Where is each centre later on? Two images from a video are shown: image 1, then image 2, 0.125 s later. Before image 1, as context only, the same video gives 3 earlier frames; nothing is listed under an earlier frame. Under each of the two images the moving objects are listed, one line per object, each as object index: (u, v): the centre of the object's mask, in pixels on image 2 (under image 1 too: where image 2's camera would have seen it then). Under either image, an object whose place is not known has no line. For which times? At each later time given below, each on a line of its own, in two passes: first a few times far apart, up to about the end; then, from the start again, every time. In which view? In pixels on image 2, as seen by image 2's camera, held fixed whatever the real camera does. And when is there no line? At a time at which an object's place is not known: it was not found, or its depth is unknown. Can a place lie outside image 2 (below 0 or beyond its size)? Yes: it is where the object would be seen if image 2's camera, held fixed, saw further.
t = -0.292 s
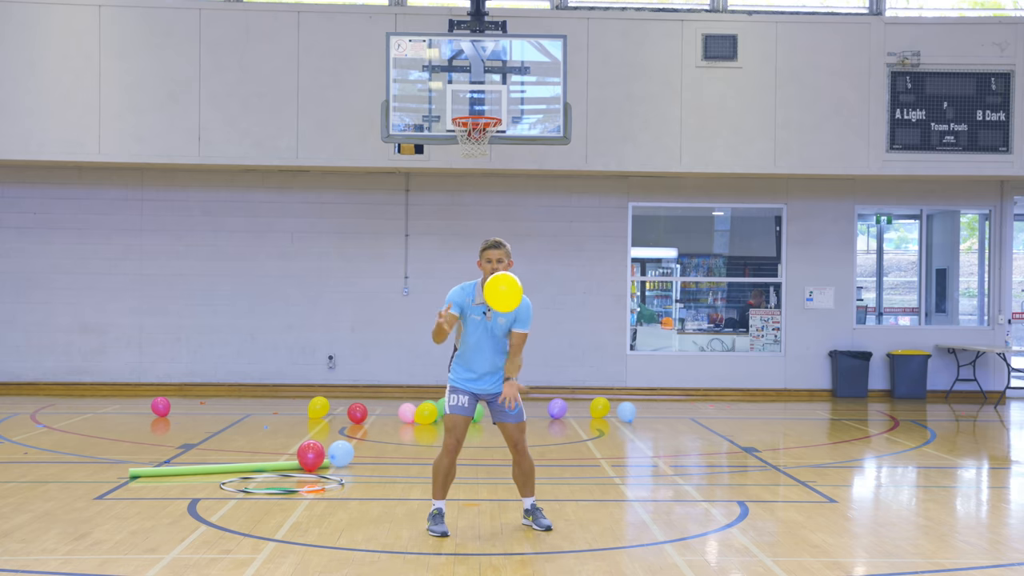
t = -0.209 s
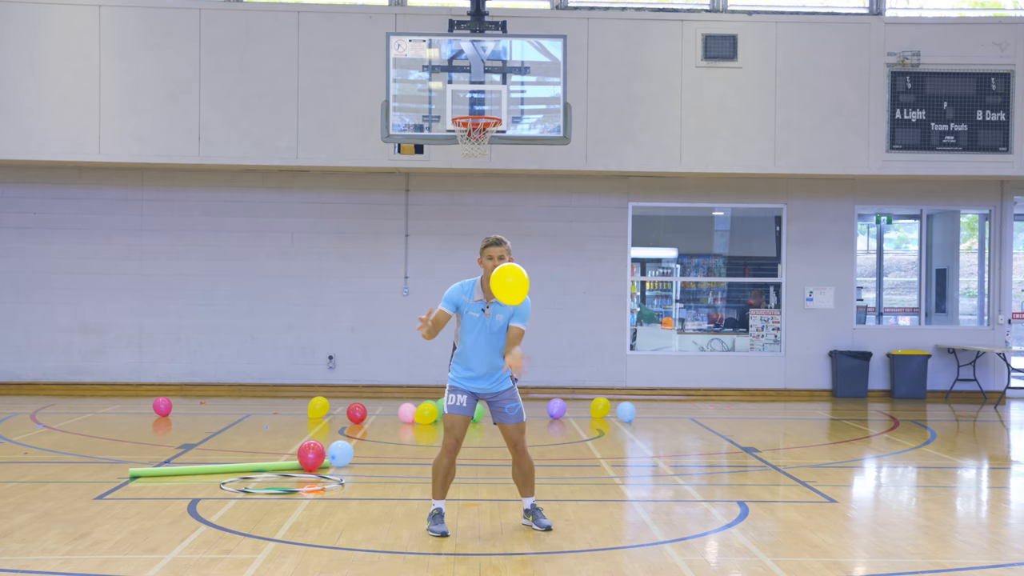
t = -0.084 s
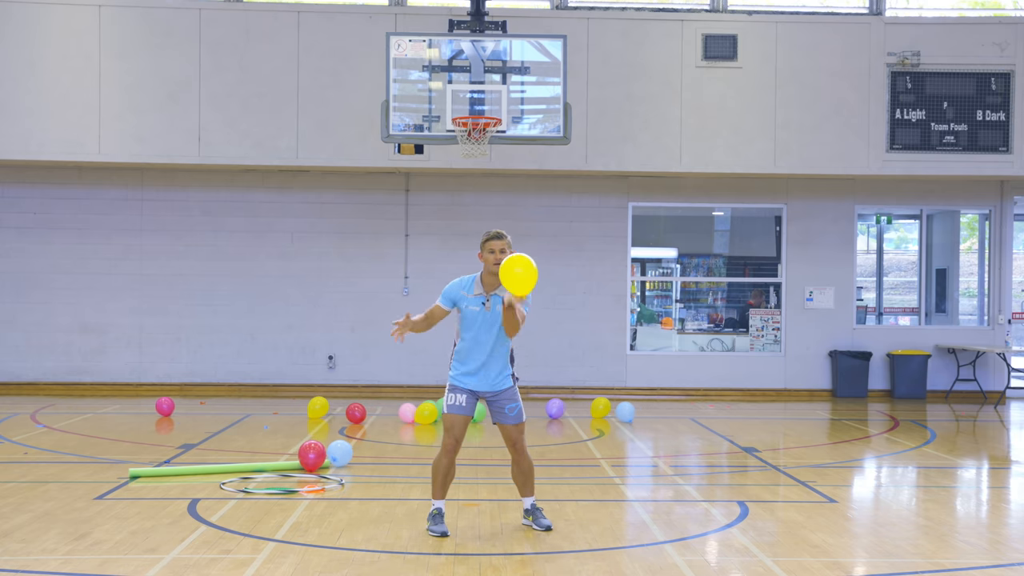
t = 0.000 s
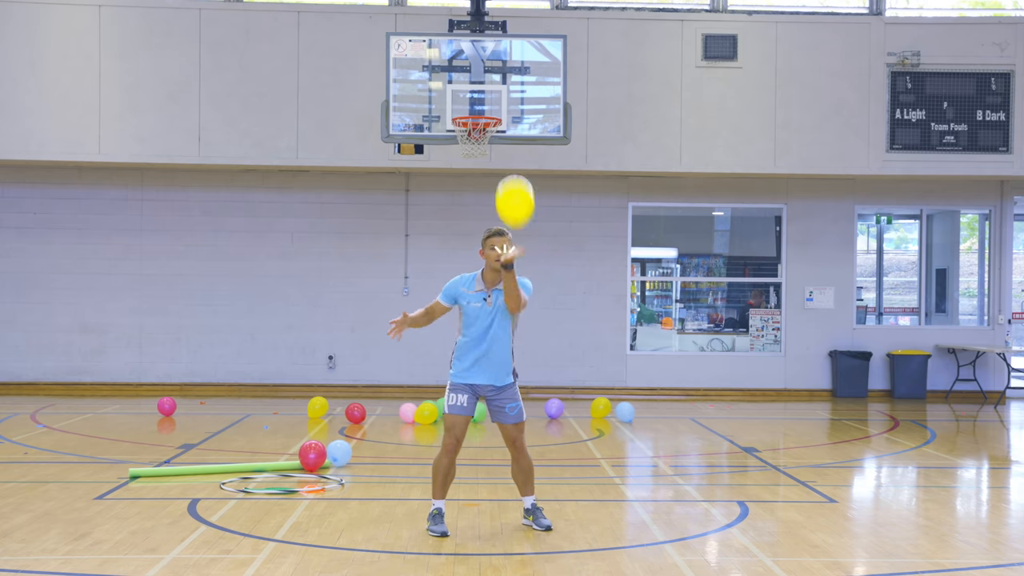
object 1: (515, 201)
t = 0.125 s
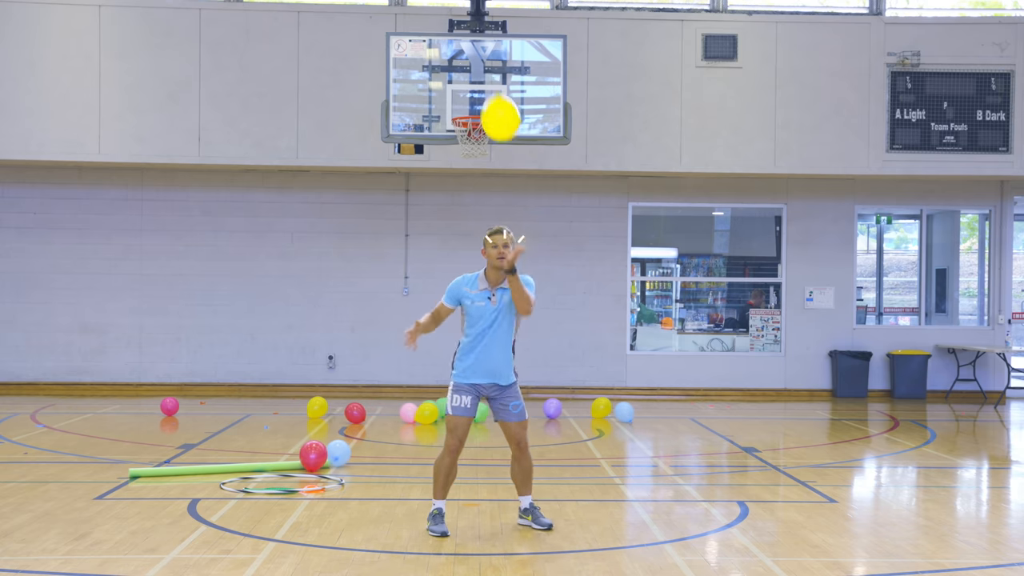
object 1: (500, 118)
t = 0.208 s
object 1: (487, 89)
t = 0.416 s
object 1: (473, 69)
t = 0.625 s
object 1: (473, 65)
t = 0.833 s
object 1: (472, 64)
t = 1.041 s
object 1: (471, 72)
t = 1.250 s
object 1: (466, 92)
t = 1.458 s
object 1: (458, 122)
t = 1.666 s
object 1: (447, 157)
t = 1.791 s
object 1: (439, 179)
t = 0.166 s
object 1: (493, 101)
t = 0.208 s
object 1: (487, 89)
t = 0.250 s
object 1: (482, 80)
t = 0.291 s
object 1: (477, 74)
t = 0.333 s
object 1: (475, 70)
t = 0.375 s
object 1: (473, 69)
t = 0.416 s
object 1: (473, 69)
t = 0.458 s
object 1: (473, 68)
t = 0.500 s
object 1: (473, 68)
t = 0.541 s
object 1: (473, 67)
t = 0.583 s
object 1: (473, 66)
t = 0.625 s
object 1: (473, 65)
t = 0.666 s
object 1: (473, 64)
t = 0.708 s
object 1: (472, 64)
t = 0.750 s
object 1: (472, 63)
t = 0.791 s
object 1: (472, 64)
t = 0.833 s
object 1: (472, 64)
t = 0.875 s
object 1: (472, 65)
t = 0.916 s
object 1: (471, 66)
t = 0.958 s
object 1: (471, 68)
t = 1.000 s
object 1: (471, 70)
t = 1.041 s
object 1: (471, 72)
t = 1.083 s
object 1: (470, 75)
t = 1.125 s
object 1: (469, 79)
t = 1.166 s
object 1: (468, 83)
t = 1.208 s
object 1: (468, 87)
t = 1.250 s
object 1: (466, 92)
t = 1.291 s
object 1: (465, 98)
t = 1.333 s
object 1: (464, 104)
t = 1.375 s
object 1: (462, 110)
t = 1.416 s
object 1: (460, 116)
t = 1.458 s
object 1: (458, 122)
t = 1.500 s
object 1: (456, 129)
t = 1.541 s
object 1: (454, 136)
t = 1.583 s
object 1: (452, 143)
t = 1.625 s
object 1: (449, 150)
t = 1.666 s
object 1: (447, 157)
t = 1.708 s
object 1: (444, 165)
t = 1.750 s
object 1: (441, 172)
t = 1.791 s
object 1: (439, 179)
